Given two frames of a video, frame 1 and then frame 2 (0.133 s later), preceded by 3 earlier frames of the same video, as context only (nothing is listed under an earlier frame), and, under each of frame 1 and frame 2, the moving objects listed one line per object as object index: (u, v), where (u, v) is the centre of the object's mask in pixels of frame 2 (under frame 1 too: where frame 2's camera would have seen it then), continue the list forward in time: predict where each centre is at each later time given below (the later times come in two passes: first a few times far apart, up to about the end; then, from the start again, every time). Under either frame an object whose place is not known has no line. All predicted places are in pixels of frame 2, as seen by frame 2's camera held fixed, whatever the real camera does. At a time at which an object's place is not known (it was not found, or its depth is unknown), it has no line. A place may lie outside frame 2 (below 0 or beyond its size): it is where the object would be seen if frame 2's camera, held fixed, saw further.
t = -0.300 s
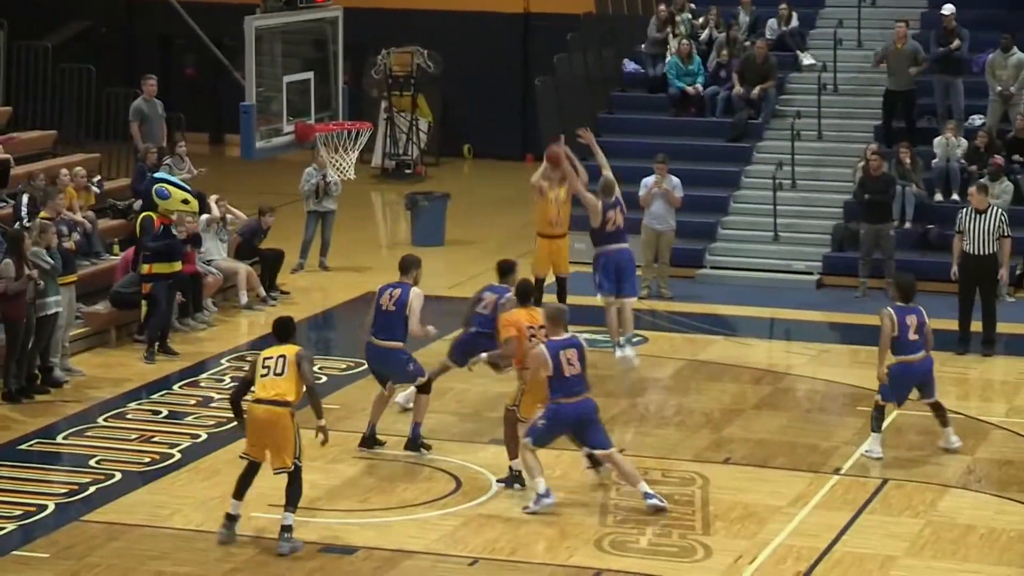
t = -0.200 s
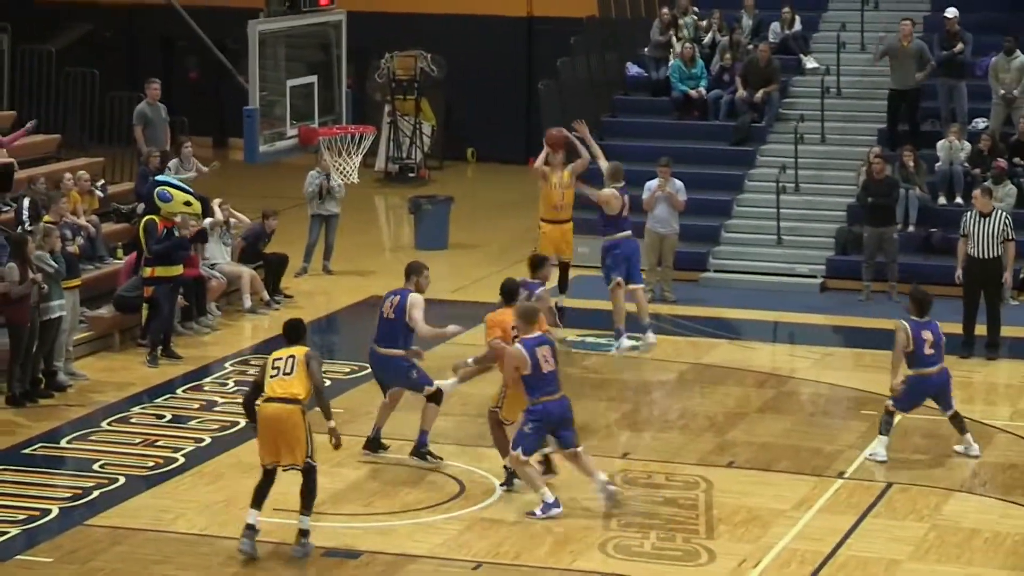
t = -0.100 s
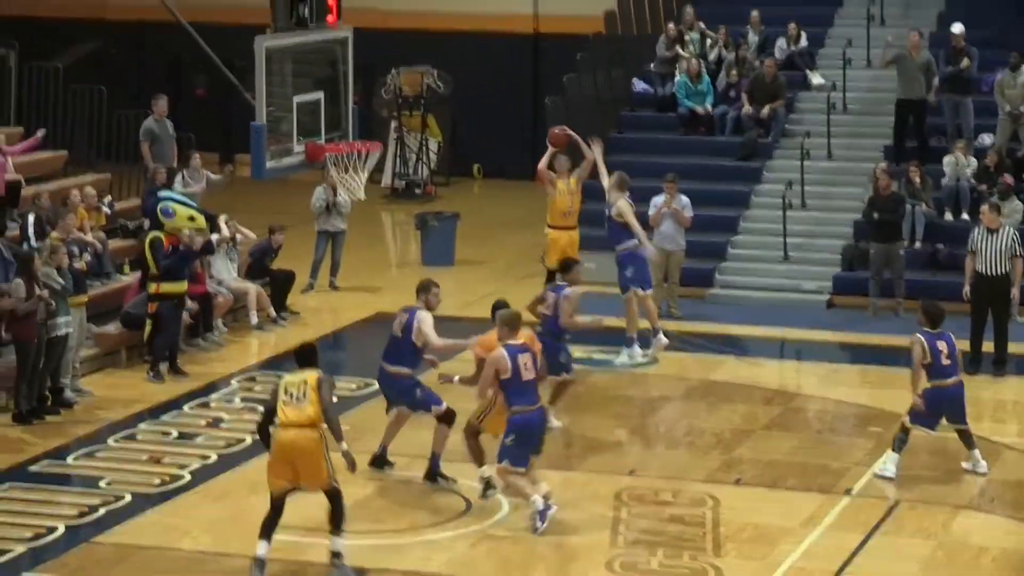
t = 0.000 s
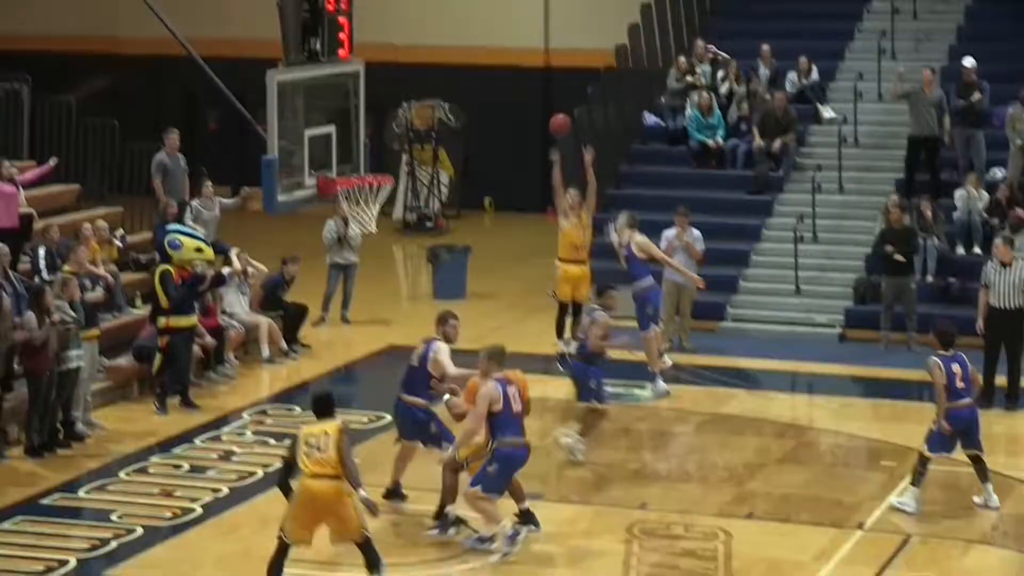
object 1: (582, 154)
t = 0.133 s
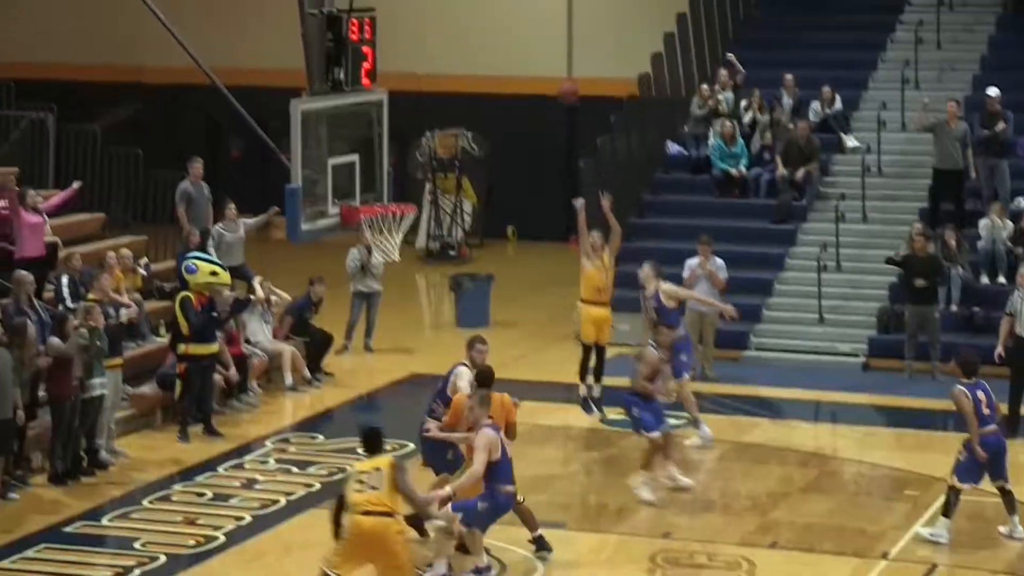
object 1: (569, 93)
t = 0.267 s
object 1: (550, 45)
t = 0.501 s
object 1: (516, -1)
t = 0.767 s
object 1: (473, 15)
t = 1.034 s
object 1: (425, 116)
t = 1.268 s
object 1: (382, 207)
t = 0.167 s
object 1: (562, 80)
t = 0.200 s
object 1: (558, 67)
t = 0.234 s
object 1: (554, 55)
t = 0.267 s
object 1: (550, 45)
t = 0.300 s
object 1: (545, 35)
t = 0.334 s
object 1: (541, 27)
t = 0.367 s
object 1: (536, 19)
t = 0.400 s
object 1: (531, 12)
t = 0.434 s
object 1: (526, 7)
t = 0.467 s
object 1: (521, 3)
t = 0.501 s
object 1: (516, -1)
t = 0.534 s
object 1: (511, -3)
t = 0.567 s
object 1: (505, -4)
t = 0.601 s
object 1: (500, -4)
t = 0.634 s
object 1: (495, -2)
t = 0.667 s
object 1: (490, 0)
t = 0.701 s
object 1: (484, 4)
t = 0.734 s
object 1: (479, 9)
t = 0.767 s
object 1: (473, 15)
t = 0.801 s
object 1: (465, 24)
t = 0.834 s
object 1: (460, 33)
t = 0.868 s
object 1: (454, 43)
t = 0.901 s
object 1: (450, 54)
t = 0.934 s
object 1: (444, 68)
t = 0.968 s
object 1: (438, 84)
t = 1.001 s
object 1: (431, 102)
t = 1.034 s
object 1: (425, 116)
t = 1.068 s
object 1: (418, 134)
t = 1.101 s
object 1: (412, 157)
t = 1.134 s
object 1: (407, 178)
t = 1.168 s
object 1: (403, 195)
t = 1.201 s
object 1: (395, 199)
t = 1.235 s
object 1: (386, 206)
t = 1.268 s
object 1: (382, 207)
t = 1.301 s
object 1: (373, 212)
